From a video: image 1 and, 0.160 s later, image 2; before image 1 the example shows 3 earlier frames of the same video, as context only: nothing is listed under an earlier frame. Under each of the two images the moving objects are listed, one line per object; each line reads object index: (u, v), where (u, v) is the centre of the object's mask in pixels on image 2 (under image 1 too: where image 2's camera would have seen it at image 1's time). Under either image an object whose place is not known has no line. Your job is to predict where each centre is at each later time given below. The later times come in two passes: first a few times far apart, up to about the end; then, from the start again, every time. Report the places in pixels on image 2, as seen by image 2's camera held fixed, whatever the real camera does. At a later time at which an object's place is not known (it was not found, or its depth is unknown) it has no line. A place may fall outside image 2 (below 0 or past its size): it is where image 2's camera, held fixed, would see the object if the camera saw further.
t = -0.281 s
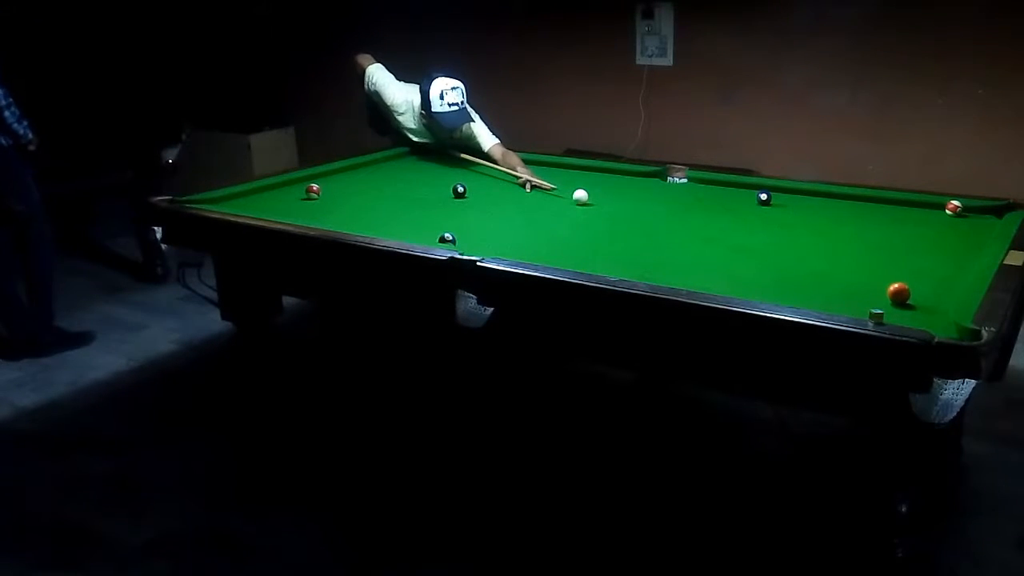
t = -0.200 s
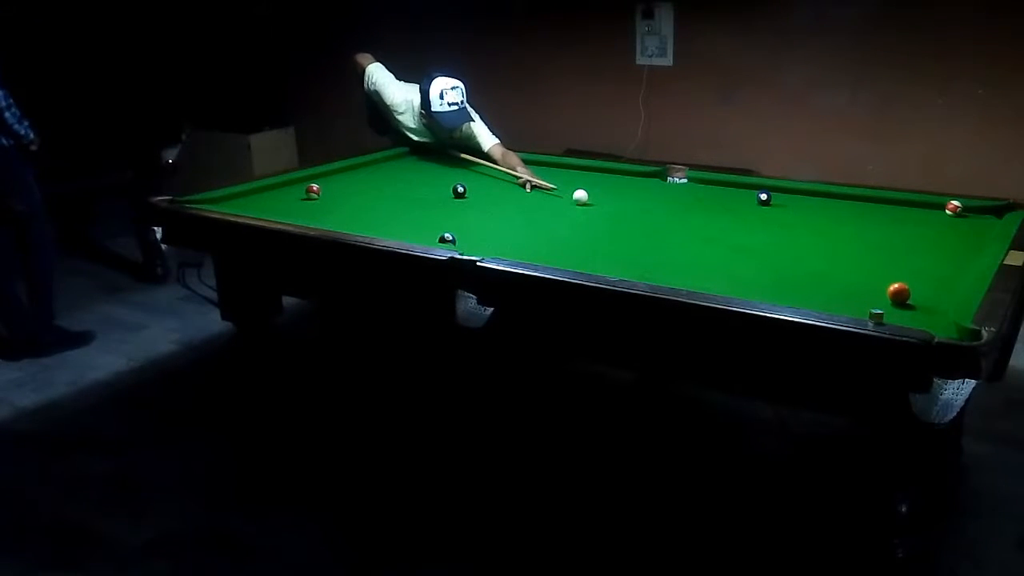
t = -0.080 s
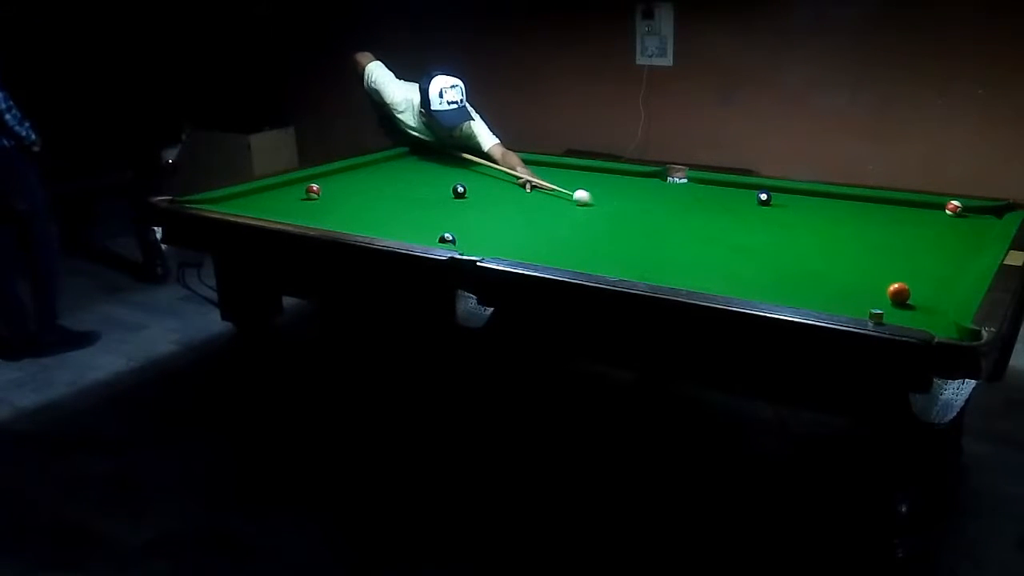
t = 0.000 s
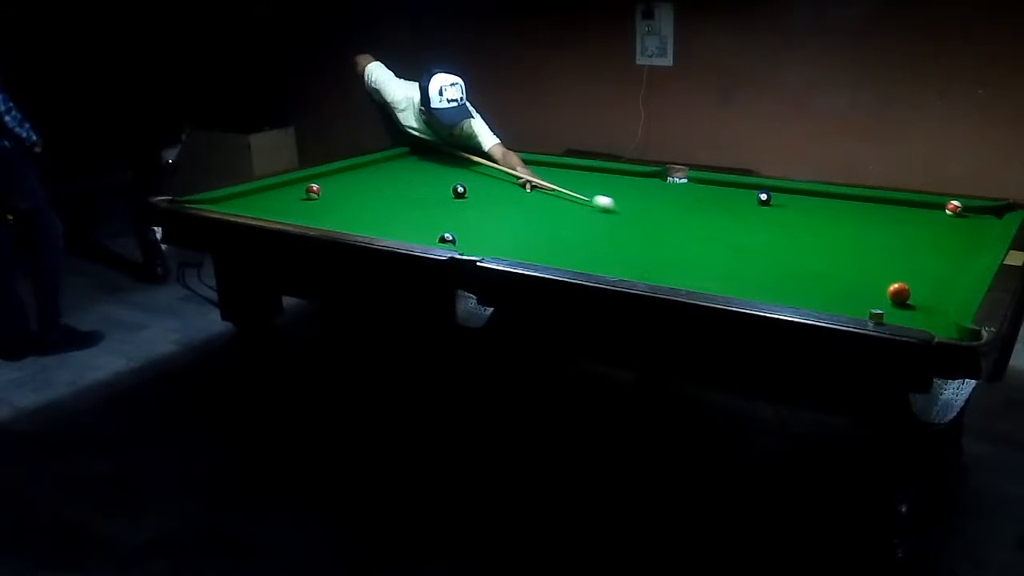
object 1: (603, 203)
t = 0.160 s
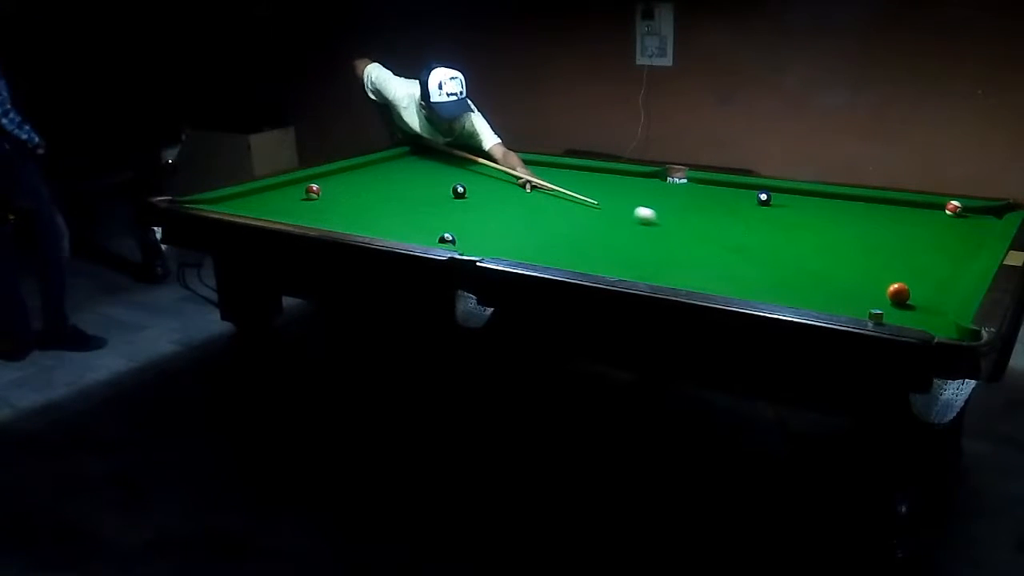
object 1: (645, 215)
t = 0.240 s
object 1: (666, 221)
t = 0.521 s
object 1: (745, 244)
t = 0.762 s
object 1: (823, 266)
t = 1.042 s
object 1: (924, 289)
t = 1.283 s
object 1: (913, 284)
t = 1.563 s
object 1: (859, 274)
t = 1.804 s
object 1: (820, 267)
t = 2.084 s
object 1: (780, 259)
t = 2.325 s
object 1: (750, 253)
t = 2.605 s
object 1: (721, 248)
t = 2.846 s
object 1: (699, 243)
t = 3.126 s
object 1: (676, 239)
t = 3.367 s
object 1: (660, 236)
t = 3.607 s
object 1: (646, 233)
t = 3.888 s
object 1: (633, 231)
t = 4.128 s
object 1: (623, 230)
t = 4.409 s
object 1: (615, 229)
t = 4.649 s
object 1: (609, 228)
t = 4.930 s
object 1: (605, 228)
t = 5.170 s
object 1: (604, 228)
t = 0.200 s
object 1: (655, 218)
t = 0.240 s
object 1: (666, 221)
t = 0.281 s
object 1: (676, 224)
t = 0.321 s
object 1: (687, 227)
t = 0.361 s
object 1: (698, 231)
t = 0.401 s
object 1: (710, 234)
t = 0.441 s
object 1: (721, 237)
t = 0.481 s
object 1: (733, 241)
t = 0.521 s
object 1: (745, 244)
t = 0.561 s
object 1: (757, 248)
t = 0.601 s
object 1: (770, 251)
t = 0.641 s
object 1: (783, 255)
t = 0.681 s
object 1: (796, 259)
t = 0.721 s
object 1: (809, 263)
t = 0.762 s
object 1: (823, 266)
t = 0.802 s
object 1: (837, 270)
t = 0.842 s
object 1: (852, 274)
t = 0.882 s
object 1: (866, 278)
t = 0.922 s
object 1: (879, 282)
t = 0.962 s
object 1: (893, 280)
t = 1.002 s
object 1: (912, 287)
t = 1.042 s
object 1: (924, 289)
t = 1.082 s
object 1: (937, 291)
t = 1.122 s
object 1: (947, 292)
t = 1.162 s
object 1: (939, 289)
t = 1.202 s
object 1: (930, 287)
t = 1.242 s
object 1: (921, 286)
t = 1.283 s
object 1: (913, 284)
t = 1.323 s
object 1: (904, 283)
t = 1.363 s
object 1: (896, 281)
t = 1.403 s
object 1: (889, 281)
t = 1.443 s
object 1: (881, 279)
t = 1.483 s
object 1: (874, 277)
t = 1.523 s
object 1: (866, 275)
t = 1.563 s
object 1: (859, 274)
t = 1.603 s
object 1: (853, 273)
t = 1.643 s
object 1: (846, 272)
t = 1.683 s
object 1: (839, 270)
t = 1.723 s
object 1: (832, 269)
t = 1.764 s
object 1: (826, 268)
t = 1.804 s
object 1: (820, 267)
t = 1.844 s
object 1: (814, 266)
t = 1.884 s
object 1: (808, 264)
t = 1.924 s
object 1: (802, 263)
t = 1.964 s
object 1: (796, 262)
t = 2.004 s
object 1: (790, 261)
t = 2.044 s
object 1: (785, 260)
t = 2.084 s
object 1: (780, 259)
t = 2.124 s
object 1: (775, 258)
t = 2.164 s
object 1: (769, 257)
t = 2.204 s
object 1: (765, 256)
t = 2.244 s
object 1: (760, 255)
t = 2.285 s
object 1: (755, 254)
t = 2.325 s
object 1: (750, 253)
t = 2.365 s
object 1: (746, 252)
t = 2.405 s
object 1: (742, 252)
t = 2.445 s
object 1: (737, 251)
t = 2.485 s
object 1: (733, 250)
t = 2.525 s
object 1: (729, 249)
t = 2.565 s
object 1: (725, 249)
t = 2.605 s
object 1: (721, 248)
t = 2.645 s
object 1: (717, 247)
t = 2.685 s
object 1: (713, 246)
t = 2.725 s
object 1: (709, 245)
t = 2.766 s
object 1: (706, 245)
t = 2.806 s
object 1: (702, 244)
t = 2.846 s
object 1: (699, 243)
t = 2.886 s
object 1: (695, 242)
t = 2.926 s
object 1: (692, 242)
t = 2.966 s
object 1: (688, 241)
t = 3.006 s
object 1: (686, 241)
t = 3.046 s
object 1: (682, 240)
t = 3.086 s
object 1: (679, 239)
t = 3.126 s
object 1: (676, 239)
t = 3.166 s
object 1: (673, 238)
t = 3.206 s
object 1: (671, 238)
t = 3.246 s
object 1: (668, 237)
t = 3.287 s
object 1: (665, 237)
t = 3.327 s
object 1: (663, 236)
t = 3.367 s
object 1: (660, 236)
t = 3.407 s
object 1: (658, 235)
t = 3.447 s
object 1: (655, 235)
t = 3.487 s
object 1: (653, 235)
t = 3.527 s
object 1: (651, 234)
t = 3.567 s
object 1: (649, 234)
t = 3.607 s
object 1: (646, 233)
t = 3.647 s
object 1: (644, 233)
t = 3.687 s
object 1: (642, 233)
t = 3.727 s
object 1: (640, 232)
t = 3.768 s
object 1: (638, 232)
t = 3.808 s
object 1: (636, 232)
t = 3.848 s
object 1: (635, 232)
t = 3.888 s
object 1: (633, 231)
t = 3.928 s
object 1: (631, 231)
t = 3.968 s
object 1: (629, 231)
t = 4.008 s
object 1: (628, 230)
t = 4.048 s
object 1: (626, 230)
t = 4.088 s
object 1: (624, 230)
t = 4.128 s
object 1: (623, 230)
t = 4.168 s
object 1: (622, 230)
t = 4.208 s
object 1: (620, 230)
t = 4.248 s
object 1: (619, 229)
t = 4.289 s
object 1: (618, 229)
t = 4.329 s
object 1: (617, 229)
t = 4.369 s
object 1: (616, 229)
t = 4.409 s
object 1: (615, 229)
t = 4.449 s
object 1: (613, 228)
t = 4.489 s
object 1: (612, 228)
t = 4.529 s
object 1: (612, 228)
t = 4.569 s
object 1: (611, 228)
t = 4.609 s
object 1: (610, 228)
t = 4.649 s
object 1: (609, 228)
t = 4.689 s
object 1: (608, 228)
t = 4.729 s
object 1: (608, 228)
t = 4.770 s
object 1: (607, 228)
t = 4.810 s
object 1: (607, 228)
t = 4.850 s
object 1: (606, 228)
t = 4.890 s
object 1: (606, 228)
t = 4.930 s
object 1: (605, 228)
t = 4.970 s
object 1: (605, 228)
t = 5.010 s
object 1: (605, 228)
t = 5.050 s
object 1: (604, 228)
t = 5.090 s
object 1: (604, 228)
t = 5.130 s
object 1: (604, 228)
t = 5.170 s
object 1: (604, 228)
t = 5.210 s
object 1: (604, 228)
